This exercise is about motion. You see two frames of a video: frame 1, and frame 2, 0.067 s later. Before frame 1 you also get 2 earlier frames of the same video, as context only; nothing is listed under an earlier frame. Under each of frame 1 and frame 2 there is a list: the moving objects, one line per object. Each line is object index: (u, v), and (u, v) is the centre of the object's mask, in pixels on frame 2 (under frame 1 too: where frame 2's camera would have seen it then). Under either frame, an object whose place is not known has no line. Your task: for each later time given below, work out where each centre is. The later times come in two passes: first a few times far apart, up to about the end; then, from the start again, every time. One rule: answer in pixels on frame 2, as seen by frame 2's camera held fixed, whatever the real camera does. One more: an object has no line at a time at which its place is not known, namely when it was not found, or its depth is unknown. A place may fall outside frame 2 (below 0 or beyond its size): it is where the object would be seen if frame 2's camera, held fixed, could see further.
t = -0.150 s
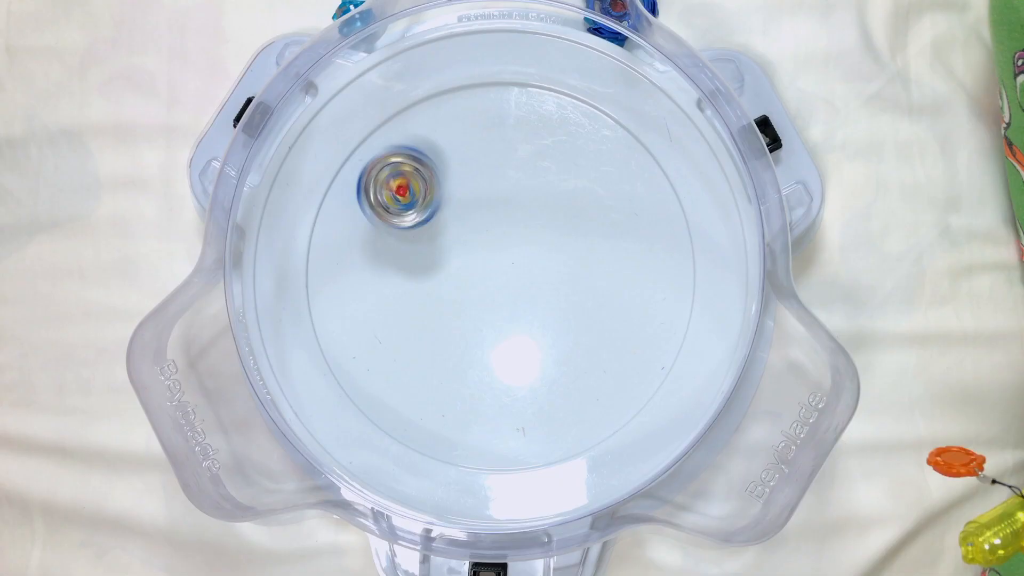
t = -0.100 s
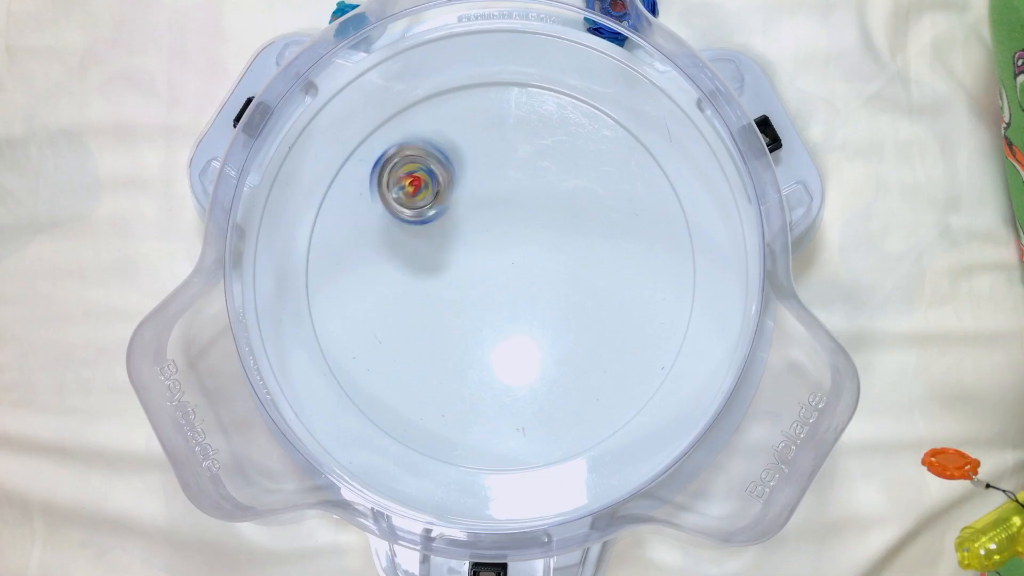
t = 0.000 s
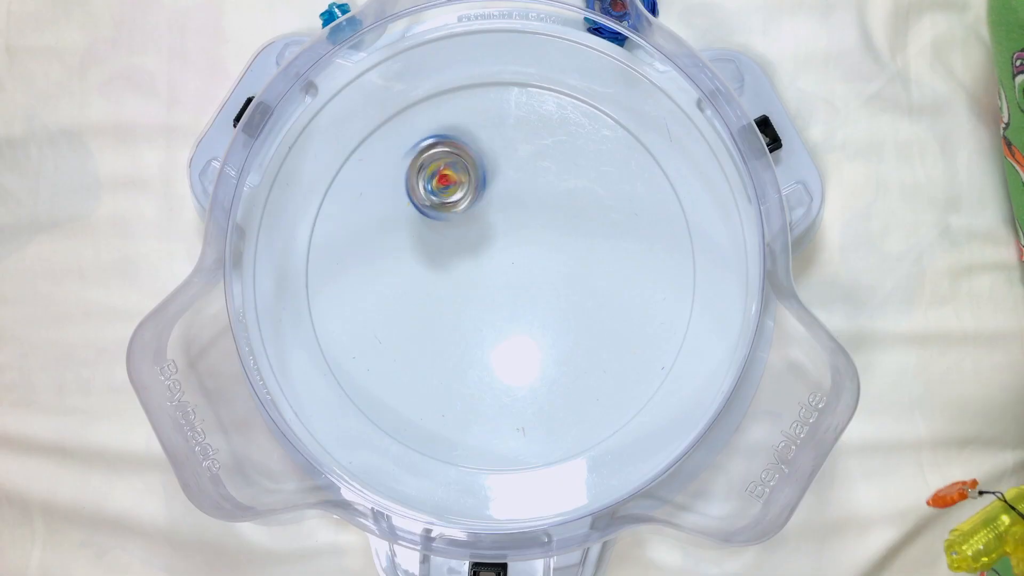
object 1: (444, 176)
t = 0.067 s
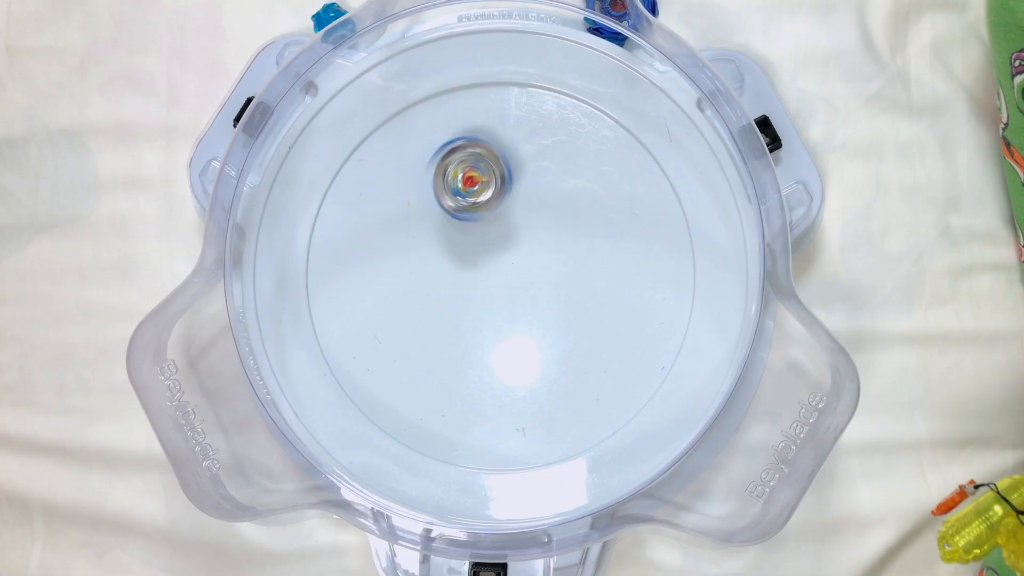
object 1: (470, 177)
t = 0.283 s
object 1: (550, 197)
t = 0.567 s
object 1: (598, 238)
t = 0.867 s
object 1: (562, 310)
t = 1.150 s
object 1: (510, 350)
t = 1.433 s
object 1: (476, 338)
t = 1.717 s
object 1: (447, 295)
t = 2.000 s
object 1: (444, 263)
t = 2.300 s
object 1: (485, 240)
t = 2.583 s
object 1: (505, 237)
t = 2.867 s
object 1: (512, 250)
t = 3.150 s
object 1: (524, 268)
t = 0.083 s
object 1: (476, 176)
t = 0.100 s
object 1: (484, 178)
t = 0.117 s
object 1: (490, 180)
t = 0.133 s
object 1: (495, 180)
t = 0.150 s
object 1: (501, 181)
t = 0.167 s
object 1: (509, 183)
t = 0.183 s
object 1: (515, 185)
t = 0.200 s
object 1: (519, 186)
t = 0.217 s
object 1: (526, 189)
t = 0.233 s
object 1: (533, 190)
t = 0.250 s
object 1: (539, 192)
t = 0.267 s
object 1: (544, 195)
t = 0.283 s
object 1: (550, 197)
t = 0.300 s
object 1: (556, 199)
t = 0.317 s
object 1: (561, 201)
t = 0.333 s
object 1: (565, 205)
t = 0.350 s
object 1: (570, 206)
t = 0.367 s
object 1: (574, 208)
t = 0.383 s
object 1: (579, 210)
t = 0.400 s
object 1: (582, 213)
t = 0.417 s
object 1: (585, 215)
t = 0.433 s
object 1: (587, 216)
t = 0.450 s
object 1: (590, 219)
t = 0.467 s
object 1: (592, 222)
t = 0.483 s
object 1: (593, 224)
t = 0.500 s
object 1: (595, 226)
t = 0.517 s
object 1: (597, 228)
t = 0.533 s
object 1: (598, 231)
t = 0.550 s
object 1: (599, 235)
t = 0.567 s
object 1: (598, 238)
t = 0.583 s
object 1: (598, 241)
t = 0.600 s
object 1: (599, 245)
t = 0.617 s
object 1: (597, 249)
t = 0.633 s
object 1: (596, 252)
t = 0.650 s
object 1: (595, 256)
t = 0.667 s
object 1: (593, 259)
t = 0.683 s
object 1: (592, 264)
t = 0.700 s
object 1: (590, 269)
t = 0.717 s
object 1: (587, 272)
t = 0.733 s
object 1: (585, 275)
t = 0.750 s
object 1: (584, 280)
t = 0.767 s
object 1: (580, 285)
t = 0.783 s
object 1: (576, 289)
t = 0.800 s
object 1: (574, 293)
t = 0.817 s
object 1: (571, 296)
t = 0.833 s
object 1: (569, 300)
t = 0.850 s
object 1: (567, 305)
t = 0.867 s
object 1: (562, 310)
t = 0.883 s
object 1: (559, 313)
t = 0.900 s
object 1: (557, 317)
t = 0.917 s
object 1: (554, 321)
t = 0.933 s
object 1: (549, 325)
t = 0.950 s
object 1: (547, 327)
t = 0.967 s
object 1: (543, 329)
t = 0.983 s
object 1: (540, 333)
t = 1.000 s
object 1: (537, 335)
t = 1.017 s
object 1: (532, 339)
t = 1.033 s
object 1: (530, 340)
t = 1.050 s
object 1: (527, 341)
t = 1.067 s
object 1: (524, 345)
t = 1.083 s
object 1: (520, 348)
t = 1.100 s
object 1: (517, 349)
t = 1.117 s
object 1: (514, 350)
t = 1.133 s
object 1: (512, 350)
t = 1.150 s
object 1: (510, 350)
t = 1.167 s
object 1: (509, 351)
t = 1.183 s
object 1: (505, 352)
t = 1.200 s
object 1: (502, 351)
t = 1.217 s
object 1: (500, 351)
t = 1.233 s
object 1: (497, 352)
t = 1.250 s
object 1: (494, 352)
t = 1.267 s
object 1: (492, 351)
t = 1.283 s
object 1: (489, 351)
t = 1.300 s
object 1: (489, 350)
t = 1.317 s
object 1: (488, 349)
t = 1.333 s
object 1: (486, 350)
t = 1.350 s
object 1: (485, 348)
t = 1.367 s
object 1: (482, 346)
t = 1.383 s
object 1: (482, 343)
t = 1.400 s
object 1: (480, 342)
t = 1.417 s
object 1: (476, 341)
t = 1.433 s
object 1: (476, 338)
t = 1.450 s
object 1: (473, 335)
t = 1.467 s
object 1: (472, 333)
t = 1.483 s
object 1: (469, 331)
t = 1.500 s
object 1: (469, 329)
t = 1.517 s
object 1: (467, 326)
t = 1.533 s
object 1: (465, 324)
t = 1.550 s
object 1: (463, 322)
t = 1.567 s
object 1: (461, 319)
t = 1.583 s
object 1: (461, 316)
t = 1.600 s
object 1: (458, 315)
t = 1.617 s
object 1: (456, 311)
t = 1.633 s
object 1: (455, 307)
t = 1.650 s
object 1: (454, 306)
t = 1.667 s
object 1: (451, 303)
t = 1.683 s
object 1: (449, 300)
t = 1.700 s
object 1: (448, 297)
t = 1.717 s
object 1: (447, 295)
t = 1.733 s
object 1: (446, 292)
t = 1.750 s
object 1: (444, 290)
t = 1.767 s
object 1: (444, 289)
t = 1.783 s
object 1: (442, 287)
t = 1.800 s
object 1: (440, 284)
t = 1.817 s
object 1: (441, 281)
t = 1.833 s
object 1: (440, 280)
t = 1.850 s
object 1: (439, 278)
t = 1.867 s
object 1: (438, 276)
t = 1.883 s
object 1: (439, 273)
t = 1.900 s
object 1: (439, 272)
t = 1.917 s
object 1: (439, 270)
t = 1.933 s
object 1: (440, 269)
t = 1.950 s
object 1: (441, 269)
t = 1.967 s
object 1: (442, 267)
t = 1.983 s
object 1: (442, 267)
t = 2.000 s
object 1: (444, 263)
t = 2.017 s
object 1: (447, 263)
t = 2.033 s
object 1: (448, 262)
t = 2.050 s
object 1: (450, 261)
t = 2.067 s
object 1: (452, 257)
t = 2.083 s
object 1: (455, 257)
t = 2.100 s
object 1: (457, 255)
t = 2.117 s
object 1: (459, 253)
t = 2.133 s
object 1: (463, 251)
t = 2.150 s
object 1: (464, 250)
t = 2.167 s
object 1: (466, 248)
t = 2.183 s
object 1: (467, 246)
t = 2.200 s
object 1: (471, 245)
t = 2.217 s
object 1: (473, 245)
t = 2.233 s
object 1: (475, 244)
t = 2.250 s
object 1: (477, 243)
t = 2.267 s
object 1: (480, 242)
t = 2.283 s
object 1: (482, 242)
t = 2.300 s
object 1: (485, 240)
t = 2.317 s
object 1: (487, 239)
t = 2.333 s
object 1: (489, 239)
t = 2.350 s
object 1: (491, 239)
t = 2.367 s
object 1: (492, 239)
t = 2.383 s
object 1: (493, 239)
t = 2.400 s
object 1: (494, 239)
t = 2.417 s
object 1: (496, 238)
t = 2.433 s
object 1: (497, 238)
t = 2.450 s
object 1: (499, 238)
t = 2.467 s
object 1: (500, 237)
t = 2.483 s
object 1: (501, 238)
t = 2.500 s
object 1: (502, 236)
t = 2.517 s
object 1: (504, 237)
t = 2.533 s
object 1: (505, 237)
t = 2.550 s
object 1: (505, 237)
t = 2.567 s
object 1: (505, 237)
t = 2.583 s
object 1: (505, 237)
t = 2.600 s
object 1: (505, 237)
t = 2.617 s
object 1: (506, 236)
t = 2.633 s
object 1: (507, 237)
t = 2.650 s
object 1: (508, 236)
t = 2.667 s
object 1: (508, 238)
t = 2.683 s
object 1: (508, 238)
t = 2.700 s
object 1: (508, 240)
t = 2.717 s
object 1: (508, 240)
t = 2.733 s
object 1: (509, 241)
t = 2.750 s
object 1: (510, 242)
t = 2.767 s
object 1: (511, 244)
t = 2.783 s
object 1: (511, 245)
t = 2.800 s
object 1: (511, 246)
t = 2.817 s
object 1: (511, 247)
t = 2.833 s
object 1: (511, 247)
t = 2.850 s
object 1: (512, 248)
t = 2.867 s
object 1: (512, 250)
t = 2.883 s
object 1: (514, 252)
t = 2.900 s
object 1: (513, 254)
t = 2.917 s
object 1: (514, 255)
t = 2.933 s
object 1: (515, 257)
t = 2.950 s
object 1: (516, 258)
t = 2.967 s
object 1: (518, 260)
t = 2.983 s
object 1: (518, 262)
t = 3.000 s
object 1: (518, 263)
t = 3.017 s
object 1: (518, 264)
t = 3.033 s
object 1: (519, 263)
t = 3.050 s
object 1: (520, 265)
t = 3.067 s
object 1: (520, 265)
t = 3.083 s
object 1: (521, 266)
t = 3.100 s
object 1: (522, 266)
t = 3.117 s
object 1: (523, 265)
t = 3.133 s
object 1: (525, 266)
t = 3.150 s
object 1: (524, 268)
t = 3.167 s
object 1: (525, 268)
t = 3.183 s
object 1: (524, 269)
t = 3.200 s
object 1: (524, 268)
